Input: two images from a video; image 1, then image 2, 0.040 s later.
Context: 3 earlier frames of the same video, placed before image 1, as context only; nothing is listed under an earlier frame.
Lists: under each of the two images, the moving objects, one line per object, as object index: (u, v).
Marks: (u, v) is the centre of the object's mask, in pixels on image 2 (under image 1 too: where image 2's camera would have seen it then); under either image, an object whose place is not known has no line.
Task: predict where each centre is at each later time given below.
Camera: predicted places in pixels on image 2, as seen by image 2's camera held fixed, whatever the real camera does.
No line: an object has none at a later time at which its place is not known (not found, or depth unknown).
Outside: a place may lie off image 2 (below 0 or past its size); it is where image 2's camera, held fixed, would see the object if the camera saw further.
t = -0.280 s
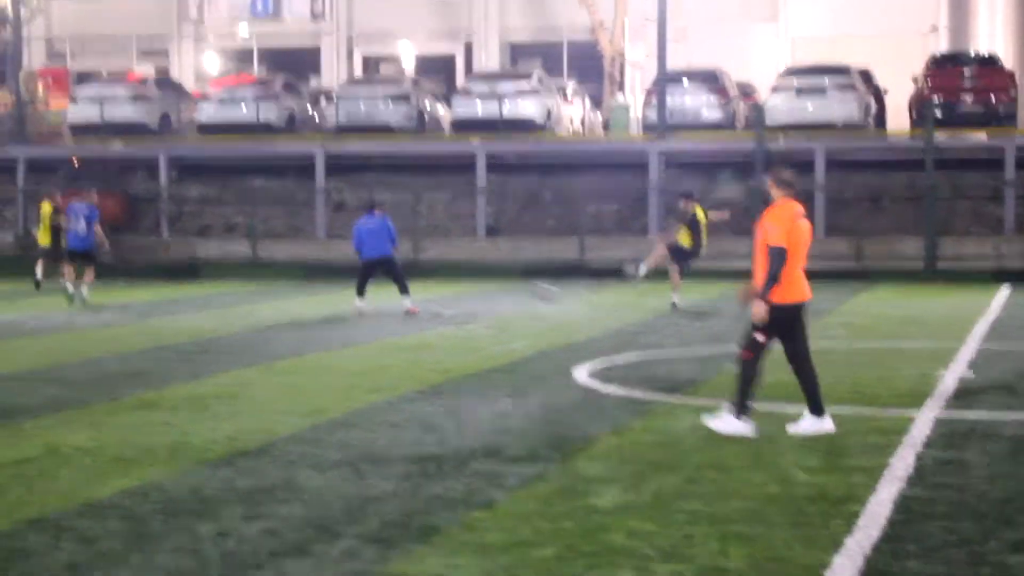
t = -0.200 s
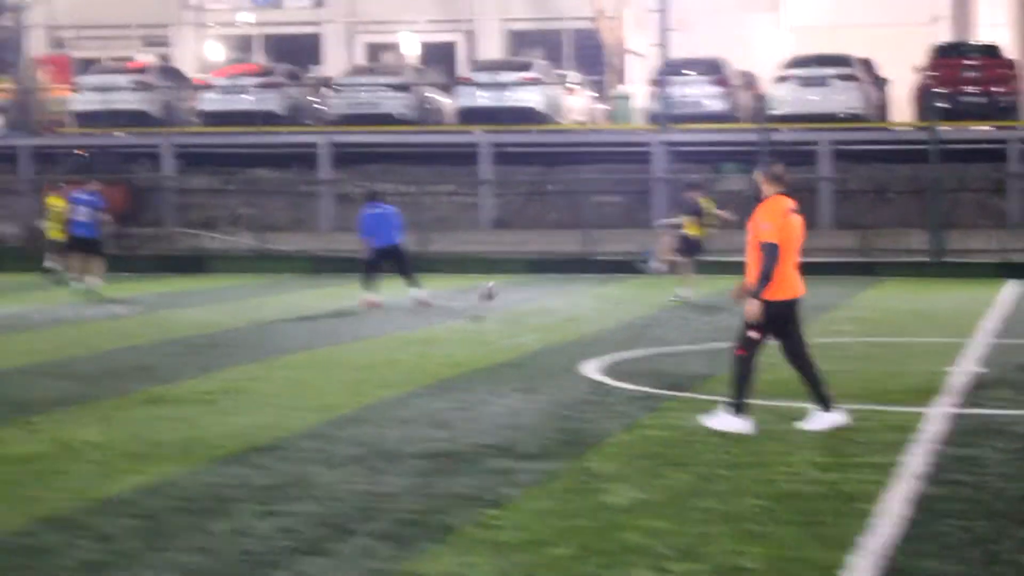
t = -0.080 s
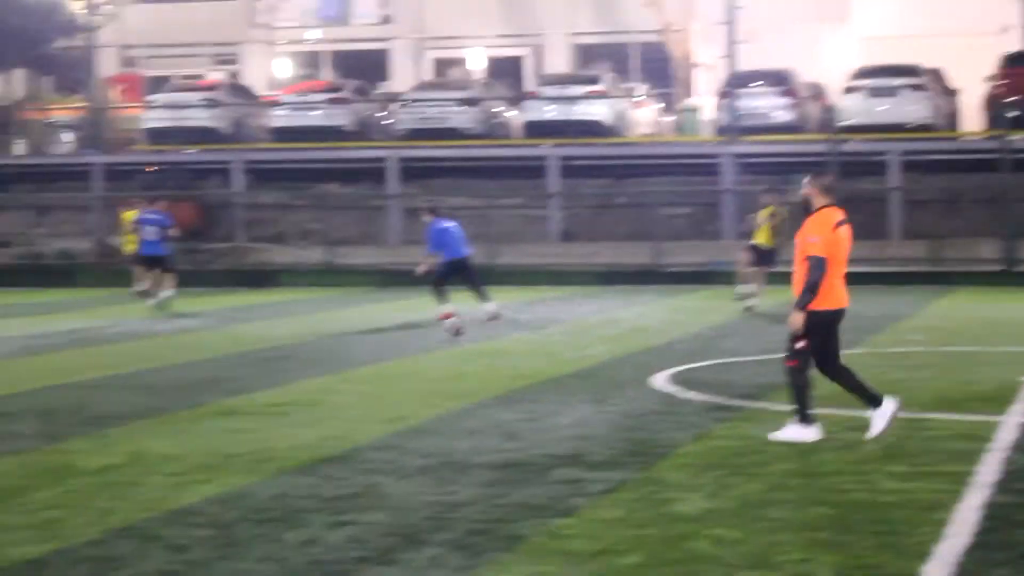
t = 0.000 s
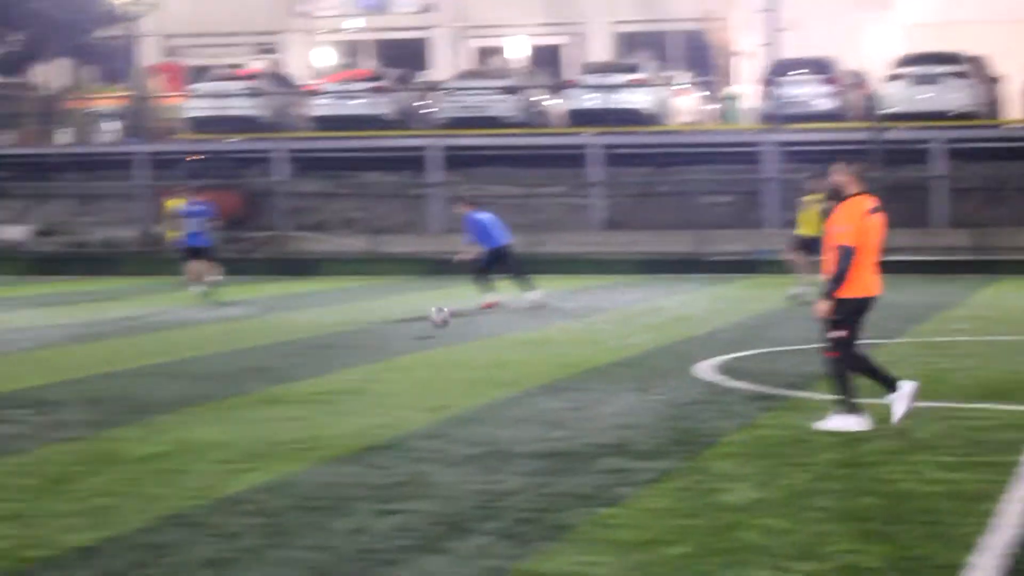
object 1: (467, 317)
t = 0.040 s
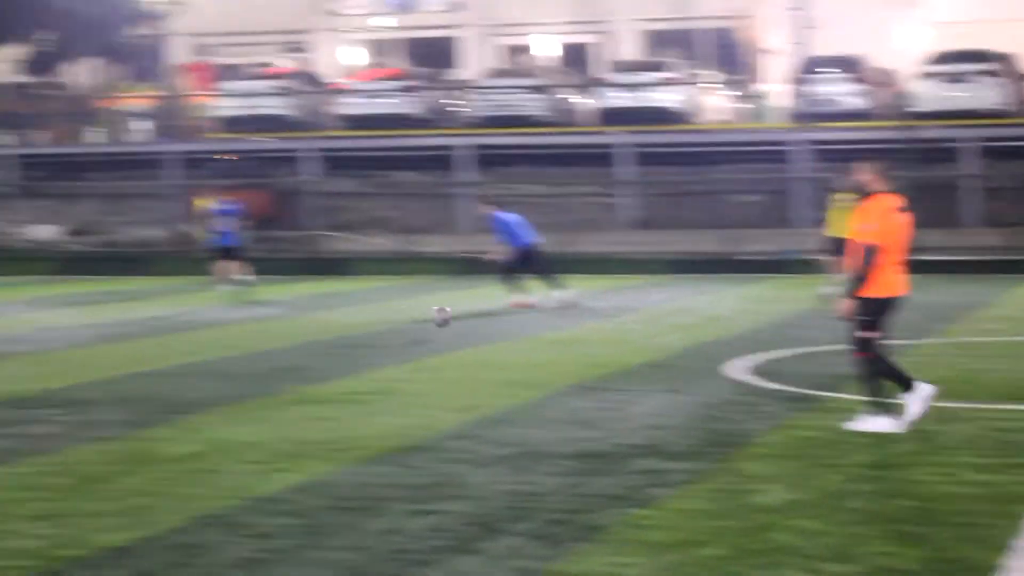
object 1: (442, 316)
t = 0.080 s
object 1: (413, 317)
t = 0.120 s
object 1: (385, 320)
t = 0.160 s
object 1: (354, 326)
